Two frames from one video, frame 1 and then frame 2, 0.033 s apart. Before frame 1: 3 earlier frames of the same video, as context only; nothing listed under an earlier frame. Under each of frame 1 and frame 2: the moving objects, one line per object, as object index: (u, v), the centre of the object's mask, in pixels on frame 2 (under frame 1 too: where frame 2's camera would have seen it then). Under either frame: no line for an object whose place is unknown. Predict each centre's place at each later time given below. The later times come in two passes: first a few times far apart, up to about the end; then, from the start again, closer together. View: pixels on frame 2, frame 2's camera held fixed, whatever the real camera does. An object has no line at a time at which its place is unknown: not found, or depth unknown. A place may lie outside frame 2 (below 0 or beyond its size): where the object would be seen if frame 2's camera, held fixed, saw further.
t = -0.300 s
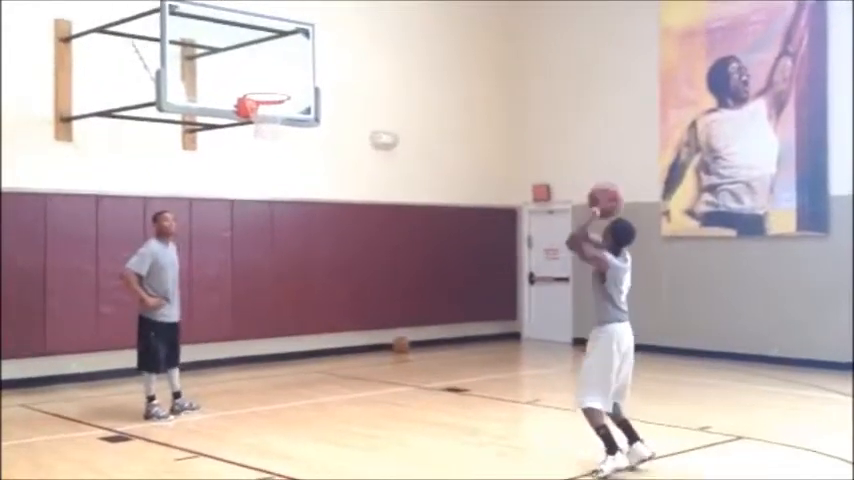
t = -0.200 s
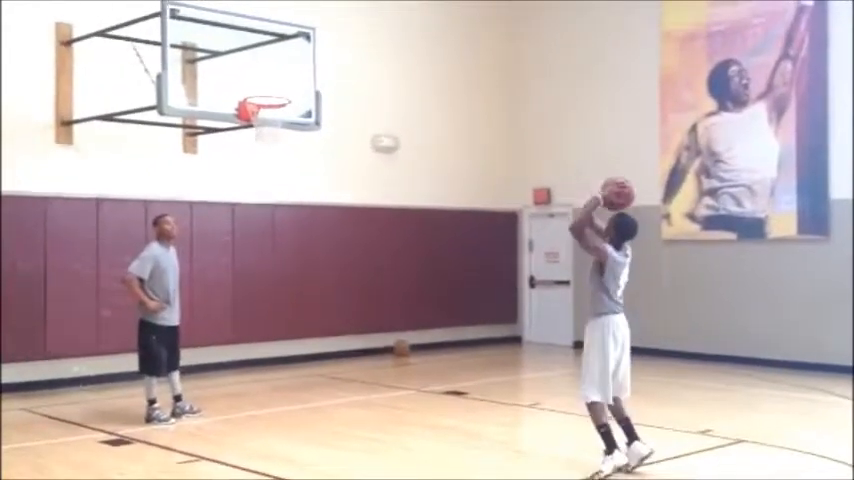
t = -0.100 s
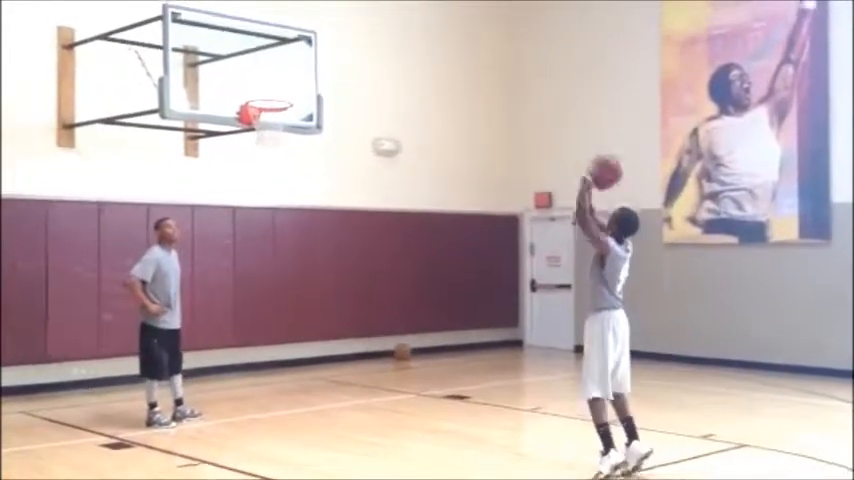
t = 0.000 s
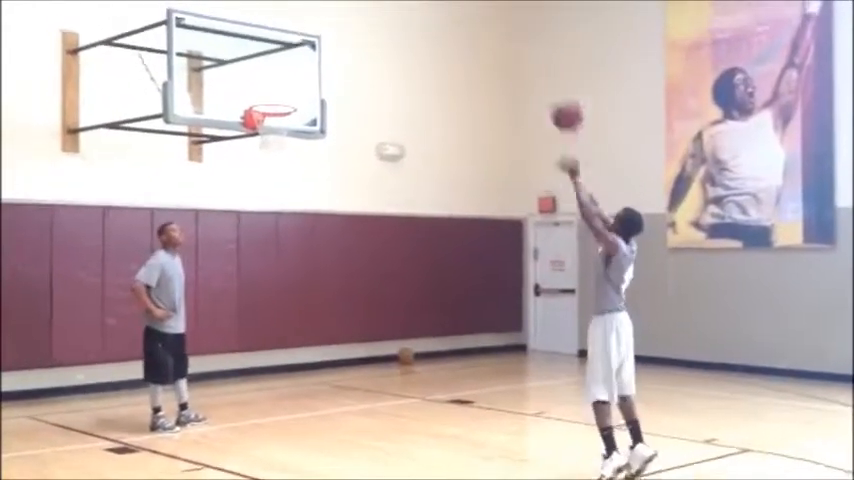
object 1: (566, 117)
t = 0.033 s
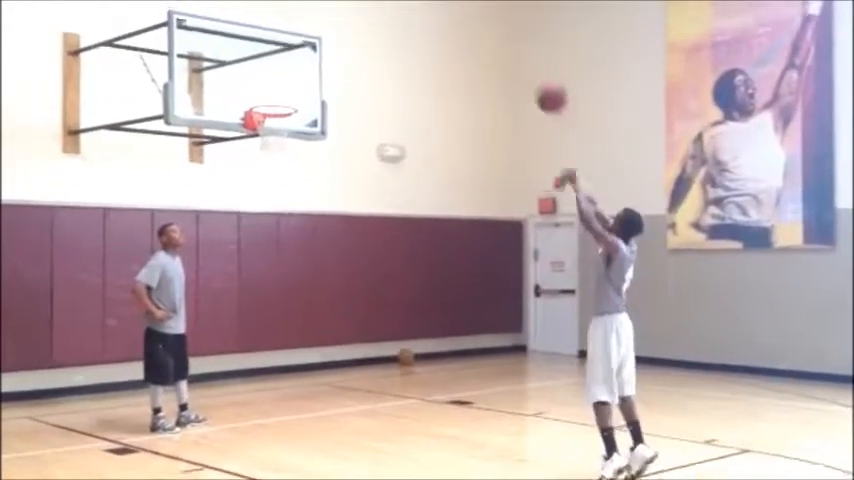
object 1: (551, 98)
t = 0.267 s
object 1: (452, 16)
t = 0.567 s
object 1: (349, 15)
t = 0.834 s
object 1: (274, 91)
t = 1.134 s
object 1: (298, 168)
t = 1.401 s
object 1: (335, 269)
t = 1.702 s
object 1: (365, 366)
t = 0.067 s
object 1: (536, 81)
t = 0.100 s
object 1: (521, 67)
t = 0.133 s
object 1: (507, 53)
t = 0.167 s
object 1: (492, 42)
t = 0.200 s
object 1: (478, 32)
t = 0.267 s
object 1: (452, 16)
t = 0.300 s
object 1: (439, 11)
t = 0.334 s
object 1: (428, 6)
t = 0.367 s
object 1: (416, 4)
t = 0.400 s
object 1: (405, 3)
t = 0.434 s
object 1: (393, 2)
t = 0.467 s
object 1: (382, 4)
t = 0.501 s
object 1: (371, 8)
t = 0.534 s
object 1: (360, 11)
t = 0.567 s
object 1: (349, 15)
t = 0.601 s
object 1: (339, 21)
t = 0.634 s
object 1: (329, 28)
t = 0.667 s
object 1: (319, 37)
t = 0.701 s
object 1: (310, 46)
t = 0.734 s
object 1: (300, 56)
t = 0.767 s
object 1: (292, 66)
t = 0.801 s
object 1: (282, 78)
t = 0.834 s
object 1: (274, 91)
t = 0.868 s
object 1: (266, 105)
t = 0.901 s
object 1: (263, 116)
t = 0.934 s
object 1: (270, 126)
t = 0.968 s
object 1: (273, 137)
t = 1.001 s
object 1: (280, 143)
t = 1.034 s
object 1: (285, 148)
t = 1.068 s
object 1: (289, 153)
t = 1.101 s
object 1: (293, 160)
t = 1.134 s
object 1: (298, 168)
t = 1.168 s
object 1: (302, 177)
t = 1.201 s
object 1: (306, 186)
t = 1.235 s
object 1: (311, 198)
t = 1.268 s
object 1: (315, 209)
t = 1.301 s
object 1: (319, 221)
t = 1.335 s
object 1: (324, 236)
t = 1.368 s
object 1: (329, 251)
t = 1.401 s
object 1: (335, 269)
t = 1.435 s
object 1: (339, 284)
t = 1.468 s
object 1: (344, 302)
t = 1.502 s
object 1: (350, 321)
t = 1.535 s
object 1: (349, 346)
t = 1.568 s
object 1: (351, 370)
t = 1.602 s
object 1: (357, 394)
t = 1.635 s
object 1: (360, 394)
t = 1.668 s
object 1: (362, 381)
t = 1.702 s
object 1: (365, 366)
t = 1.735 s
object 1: (366, 353)
